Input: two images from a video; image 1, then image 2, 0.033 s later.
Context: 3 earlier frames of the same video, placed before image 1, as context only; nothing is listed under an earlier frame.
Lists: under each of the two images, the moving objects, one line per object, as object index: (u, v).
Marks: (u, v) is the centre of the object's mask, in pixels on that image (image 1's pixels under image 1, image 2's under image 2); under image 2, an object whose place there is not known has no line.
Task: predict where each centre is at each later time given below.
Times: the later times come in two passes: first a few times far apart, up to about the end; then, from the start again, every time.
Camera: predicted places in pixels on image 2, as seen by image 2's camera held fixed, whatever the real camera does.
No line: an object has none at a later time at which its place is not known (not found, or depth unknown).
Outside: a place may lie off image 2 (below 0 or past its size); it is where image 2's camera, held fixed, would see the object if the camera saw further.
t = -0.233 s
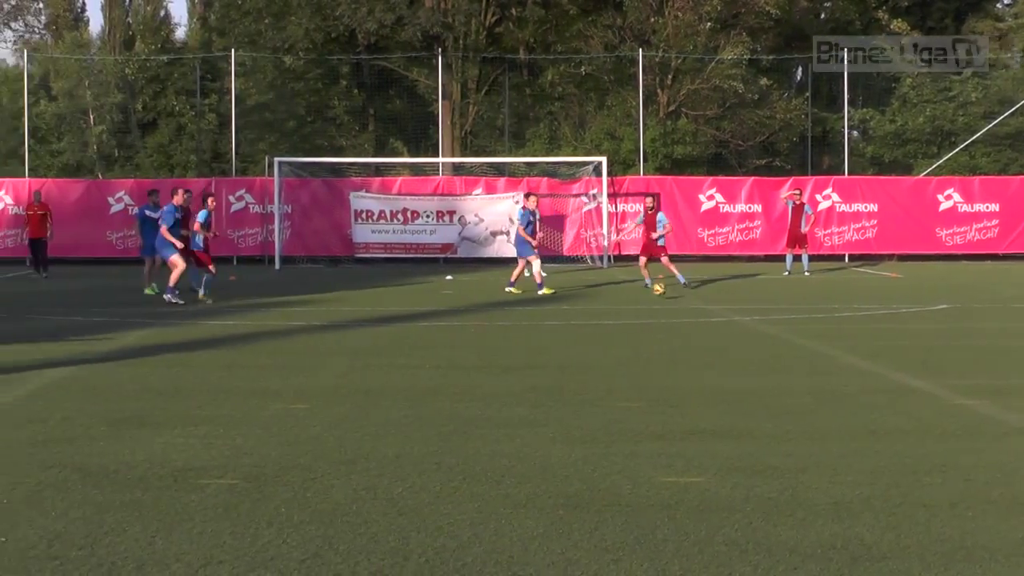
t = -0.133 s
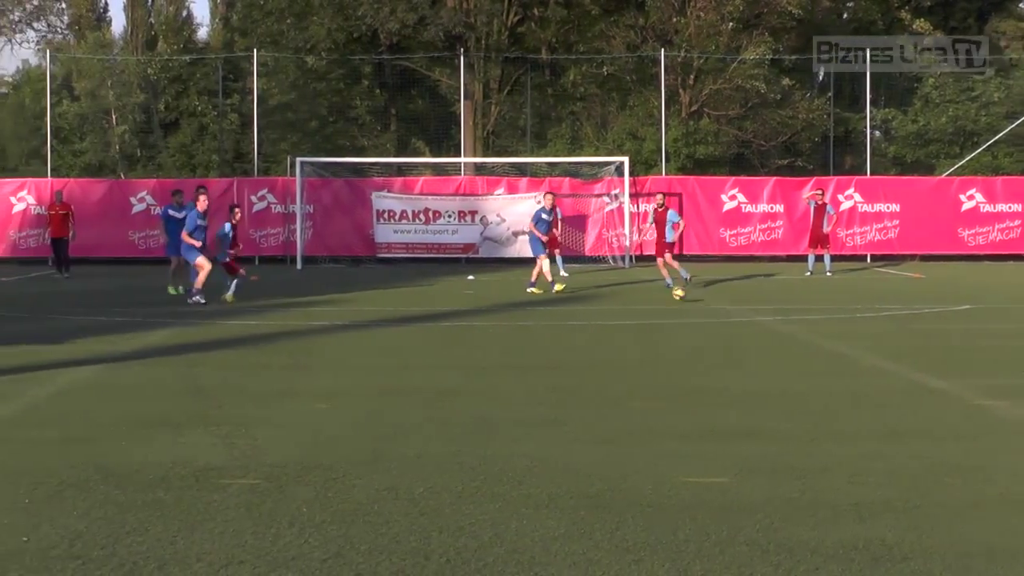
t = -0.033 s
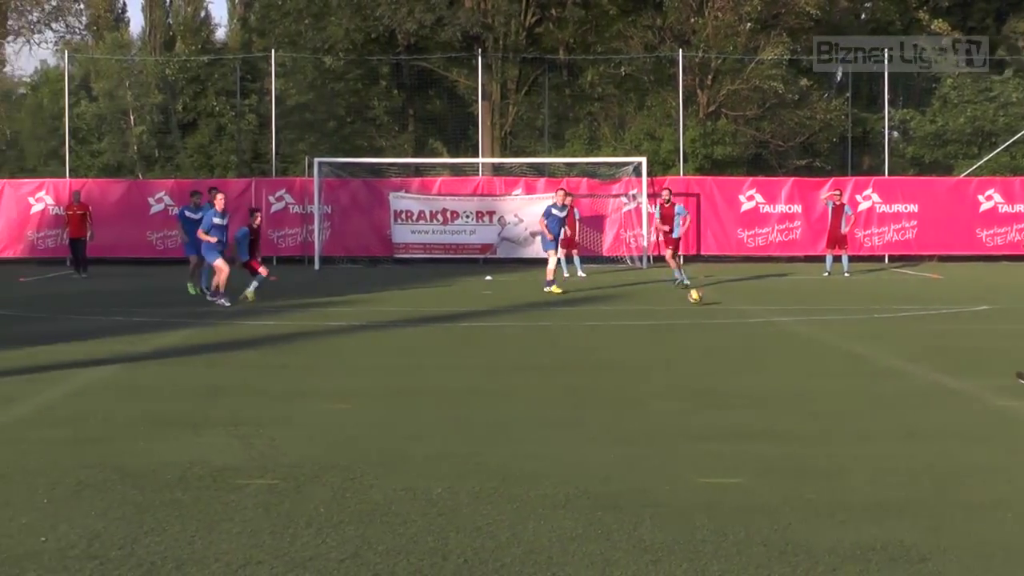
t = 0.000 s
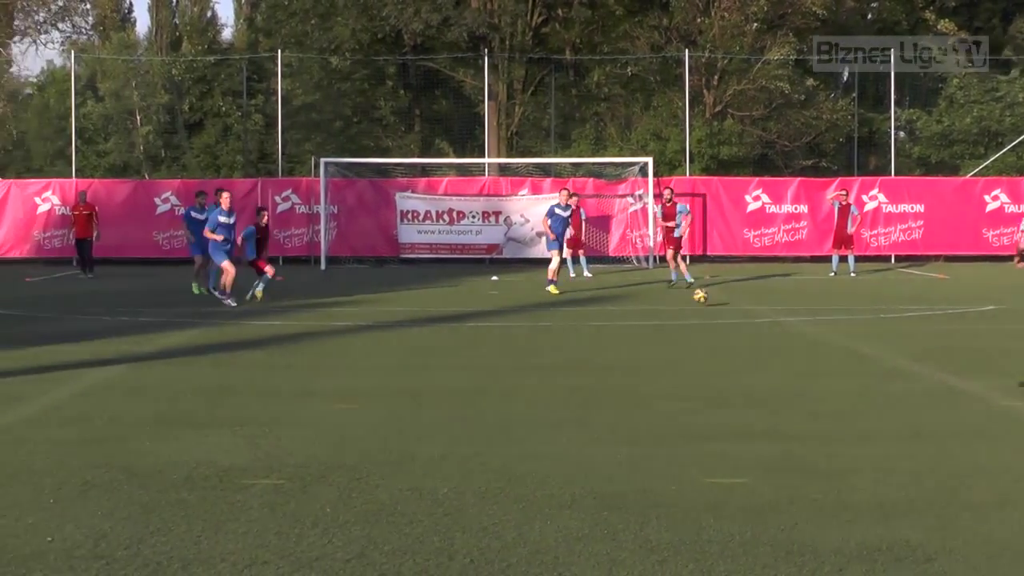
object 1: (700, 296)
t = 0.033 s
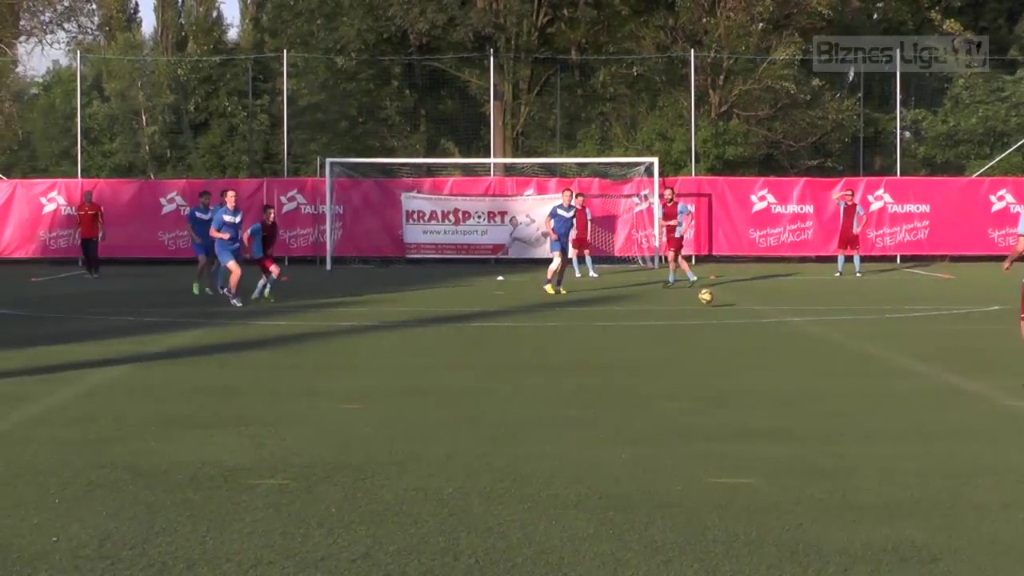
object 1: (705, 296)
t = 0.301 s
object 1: (700, 302)
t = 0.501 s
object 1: (697, 309)
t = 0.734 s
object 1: (694, 317)
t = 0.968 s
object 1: (693, 324)
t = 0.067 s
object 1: (705, 297)
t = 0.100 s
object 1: (704, 299)
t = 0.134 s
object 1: (704, 304)
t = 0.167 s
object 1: (704, 305)
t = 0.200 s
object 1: (703, 304)
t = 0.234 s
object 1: (702, 302)
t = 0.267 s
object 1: (701, 301)
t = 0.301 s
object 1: (700, 302)
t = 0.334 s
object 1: (700, 303)
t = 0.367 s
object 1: (699, 305)
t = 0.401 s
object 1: (698, 308)
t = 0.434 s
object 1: (698, 311)
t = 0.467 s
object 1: (698, 311)
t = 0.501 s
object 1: (697, 309)
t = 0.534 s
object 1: (696, 310)
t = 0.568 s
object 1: (695, 311)
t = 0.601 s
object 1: (695, 313)
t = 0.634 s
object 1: (695, 316)
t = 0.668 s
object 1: (694, 317)
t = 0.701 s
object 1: (695, 316)
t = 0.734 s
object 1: (694, 317)
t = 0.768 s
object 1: (694, 318)
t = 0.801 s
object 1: (694, 320)
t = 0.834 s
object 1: (694, 320)
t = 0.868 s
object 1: (693, 321)
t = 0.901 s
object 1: (694, 323)
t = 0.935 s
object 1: (693, 323)
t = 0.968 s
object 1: (693, 324)
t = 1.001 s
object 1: (693, 325)
